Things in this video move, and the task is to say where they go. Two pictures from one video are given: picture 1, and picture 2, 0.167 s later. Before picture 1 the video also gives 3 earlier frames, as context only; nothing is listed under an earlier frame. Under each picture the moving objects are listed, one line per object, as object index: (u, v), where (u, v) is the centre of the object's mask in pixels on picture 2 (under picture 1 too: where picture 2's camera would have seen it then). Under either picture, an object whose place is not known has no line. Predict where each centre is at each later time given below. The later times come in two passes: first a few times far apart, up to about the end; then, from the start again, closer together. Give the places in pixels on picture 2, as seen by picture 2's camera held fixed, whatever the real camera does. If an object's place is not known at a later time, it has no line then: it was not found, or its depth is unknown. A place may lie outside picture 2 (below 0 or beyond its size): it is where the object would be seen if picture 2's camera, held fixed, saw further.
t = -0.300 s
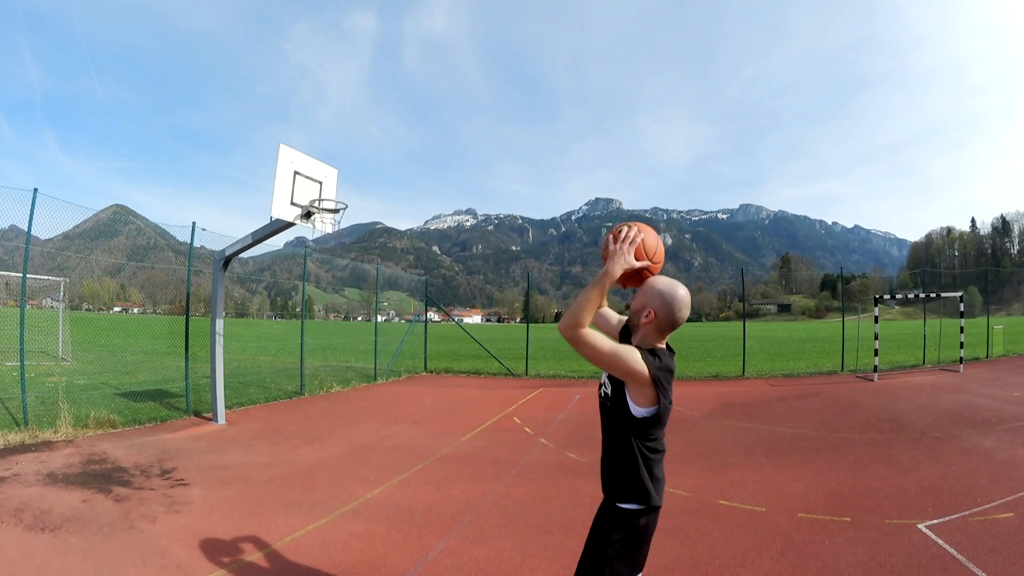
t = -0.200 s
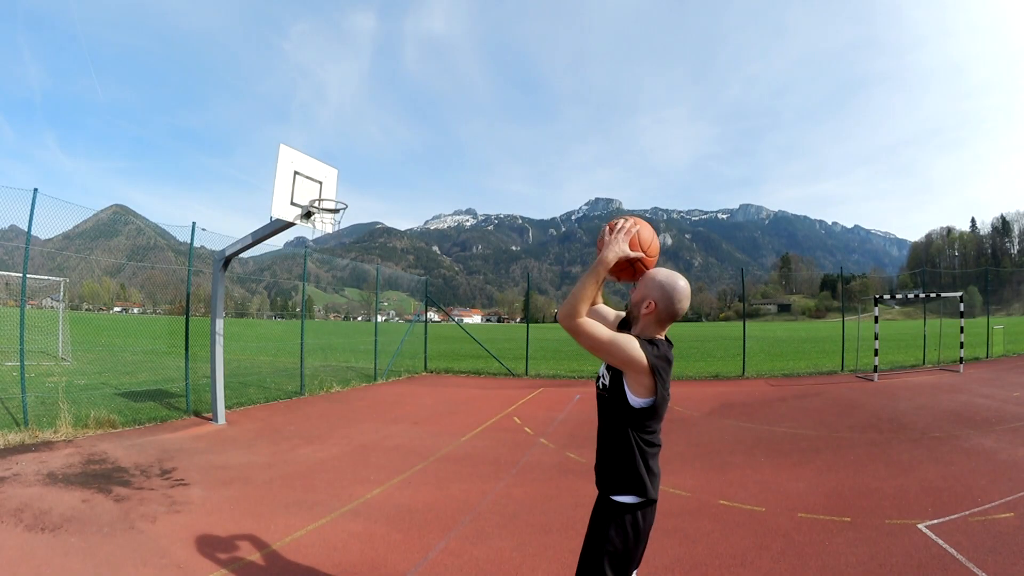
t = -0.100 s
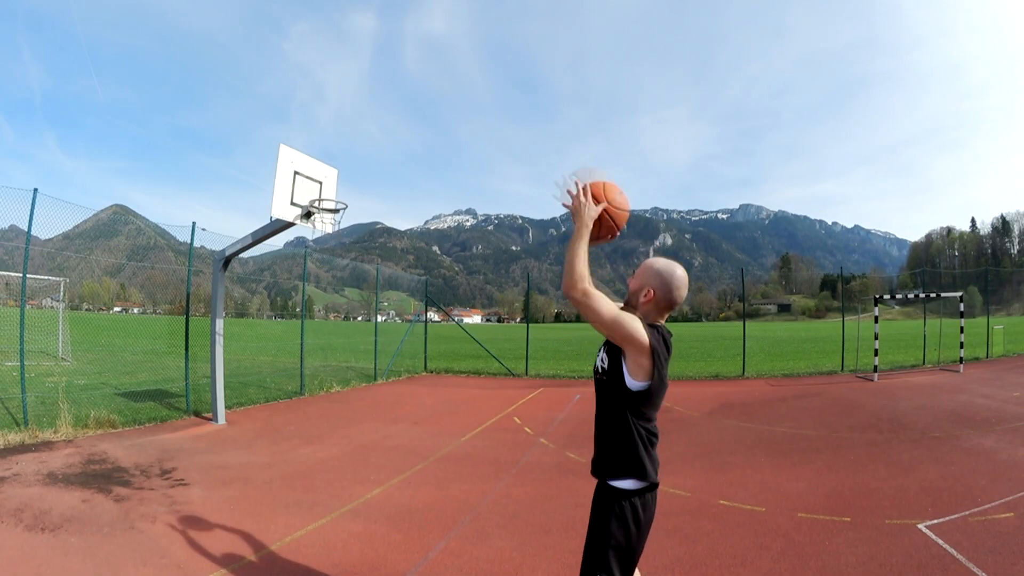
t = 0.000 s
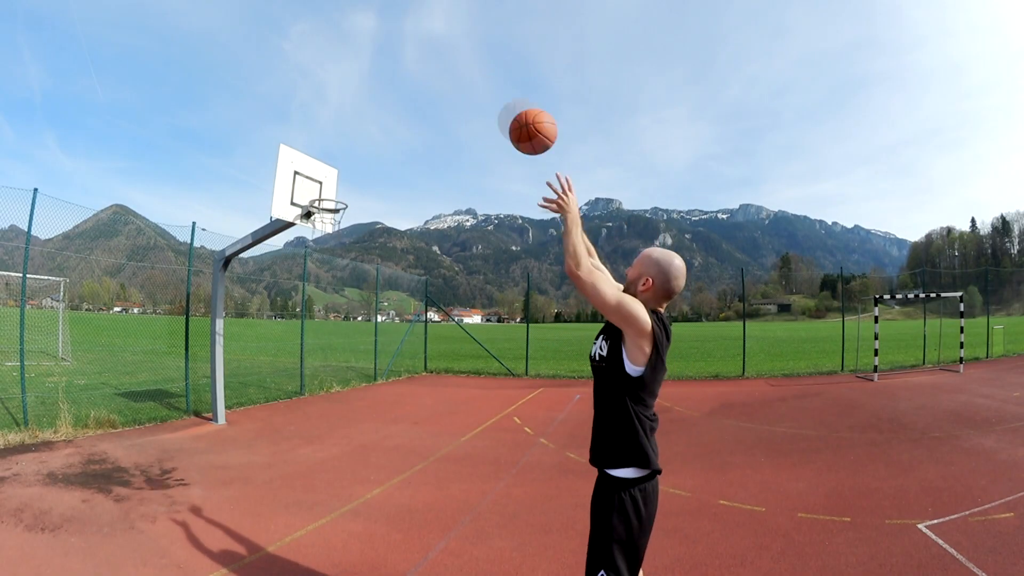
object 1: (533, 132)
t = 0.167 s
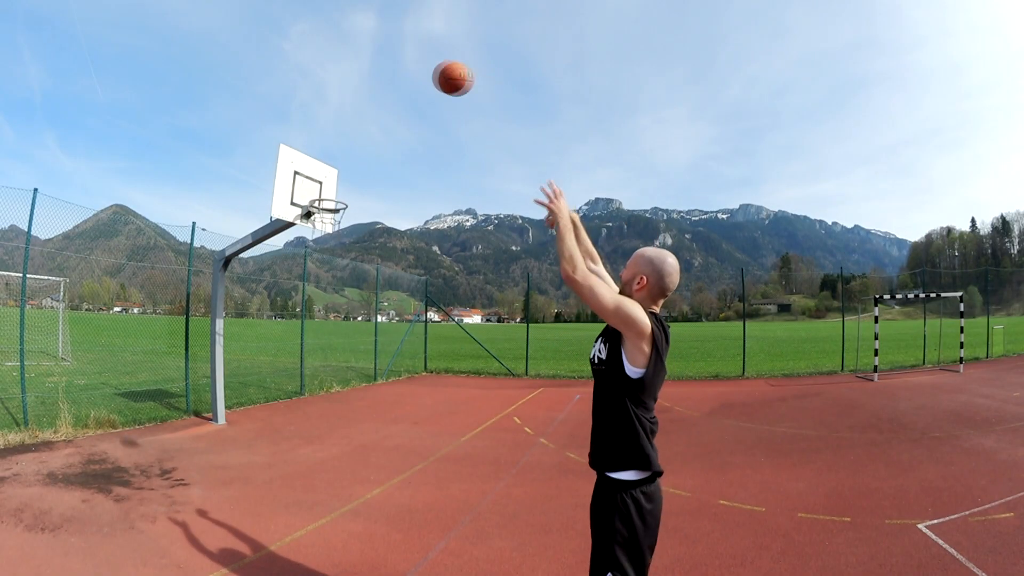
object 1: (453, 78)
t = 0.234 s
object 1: (431, 74)
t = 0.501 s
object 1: (372, 99)
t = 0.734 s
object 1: (334, 160)
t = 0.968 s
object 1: (341, 189)
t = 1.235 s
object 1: (343, 148)
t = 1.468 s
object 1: (343, 155)
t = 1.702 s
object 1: (340, 214)
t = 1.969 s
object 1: (337, 385)
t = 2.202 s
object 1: (348, 436)
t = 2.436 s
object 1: (376, 307)
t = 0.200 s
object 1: (443, 75)
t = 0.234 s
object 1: (431, 74)
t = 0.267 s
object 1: (422, 73)
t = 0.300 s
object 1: (414, 74)
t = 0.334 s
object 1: (405, 76)
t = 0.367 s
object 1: (397, 80)
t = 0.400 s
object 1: (391, 83)
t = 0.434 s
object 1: (383, 89)
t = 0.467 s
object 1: (377, 94)
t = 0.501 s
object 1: (372, 99)
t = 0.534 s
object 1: (365, 107)
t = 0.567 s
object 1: (359, 114)
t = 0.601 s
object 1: (354, 122)
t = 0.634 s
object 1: (348, 132)
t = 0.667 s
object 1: (344, 140)
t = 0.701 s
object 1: (339, 149)
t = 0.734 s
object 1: (334, 160)
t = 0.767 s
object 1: (330, 170)
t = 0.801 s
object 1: (325, 181)
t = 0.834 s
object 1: (321, 194)
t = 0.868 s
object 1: (322, 200)
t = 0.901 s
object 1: (332, 200)
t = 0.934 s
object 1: (340, 196)
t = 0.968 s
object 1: (341, 189)
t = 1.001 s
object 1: (341, 182)
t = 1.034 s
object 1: (342, 173)
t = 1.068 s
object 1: (342, 167)
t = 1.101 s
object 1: (343, 162)
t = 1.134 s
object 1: (343, 157)
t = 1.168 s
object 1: (343, 153)
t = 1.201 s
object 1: (343, 150)
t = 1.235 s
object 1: (343, 148)
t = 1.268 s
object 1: (344, 146)
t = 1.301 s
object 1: (344, 145)
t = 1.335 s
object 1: (344, 145)
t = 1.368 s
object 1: (344, 146)
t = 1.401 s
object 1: (344, 148)
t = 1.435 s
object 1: (344, 152)
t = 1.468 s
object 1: (343, 155)
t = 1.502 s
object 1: (343, 160)
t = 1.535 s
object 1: (342, 166)
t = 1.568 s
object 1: (342, 173)
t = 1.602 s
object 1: (342, 181)
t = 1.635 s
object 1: (341, 193)
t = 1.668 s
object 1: (340, 203)
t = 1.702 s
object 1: (340, 214)
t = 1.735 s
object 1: (339, 232)
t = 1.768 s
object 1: (338, 248)
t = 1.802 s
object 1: (337, 263)
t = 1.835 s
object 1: (336, 286)
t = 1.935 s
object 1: (336, 359)
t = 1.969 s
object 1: (337, 385)
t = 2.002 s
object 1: (337, 411)
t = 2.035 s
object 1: (338, 448)
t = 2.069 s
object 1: (340, 486)
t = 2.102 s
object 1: (342, 500)
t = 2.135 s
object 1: (344, 474)
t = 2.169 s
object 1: (346, 448)
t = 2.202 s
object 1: (348, 436)
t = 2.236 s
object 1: (352, 411)
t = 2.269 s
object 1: (356, 388)
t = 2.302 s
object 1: (358, 376)
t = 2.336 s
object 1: (363, 354)
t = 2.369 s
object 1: (368, 335)
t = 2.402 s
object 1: (371, 324)
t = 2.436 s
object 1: (376, 307)
